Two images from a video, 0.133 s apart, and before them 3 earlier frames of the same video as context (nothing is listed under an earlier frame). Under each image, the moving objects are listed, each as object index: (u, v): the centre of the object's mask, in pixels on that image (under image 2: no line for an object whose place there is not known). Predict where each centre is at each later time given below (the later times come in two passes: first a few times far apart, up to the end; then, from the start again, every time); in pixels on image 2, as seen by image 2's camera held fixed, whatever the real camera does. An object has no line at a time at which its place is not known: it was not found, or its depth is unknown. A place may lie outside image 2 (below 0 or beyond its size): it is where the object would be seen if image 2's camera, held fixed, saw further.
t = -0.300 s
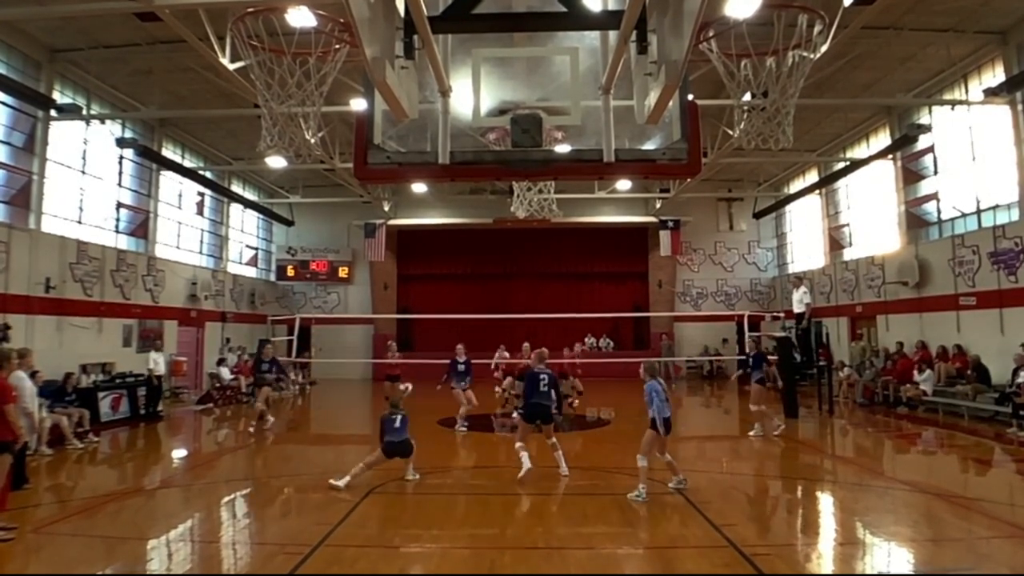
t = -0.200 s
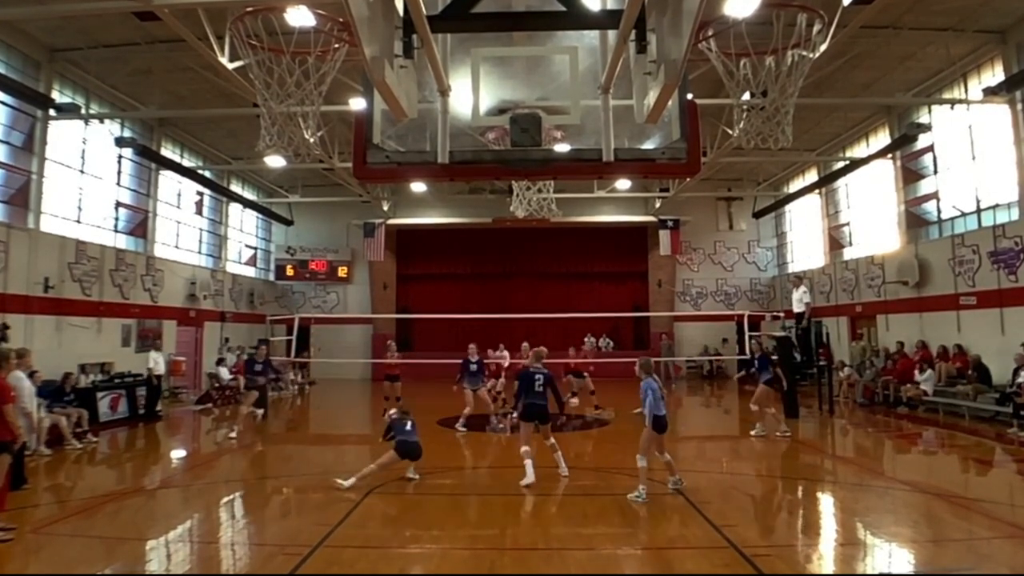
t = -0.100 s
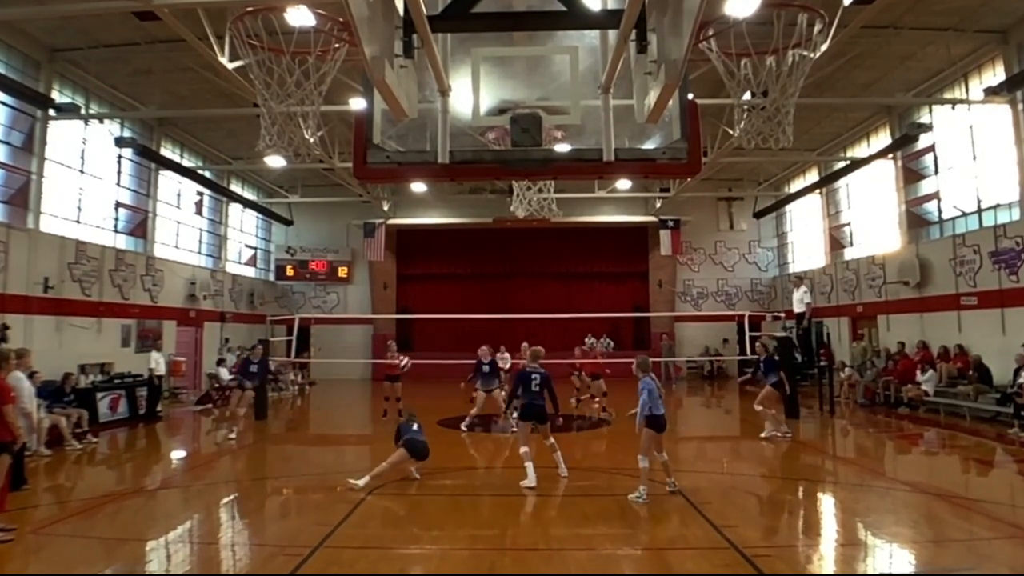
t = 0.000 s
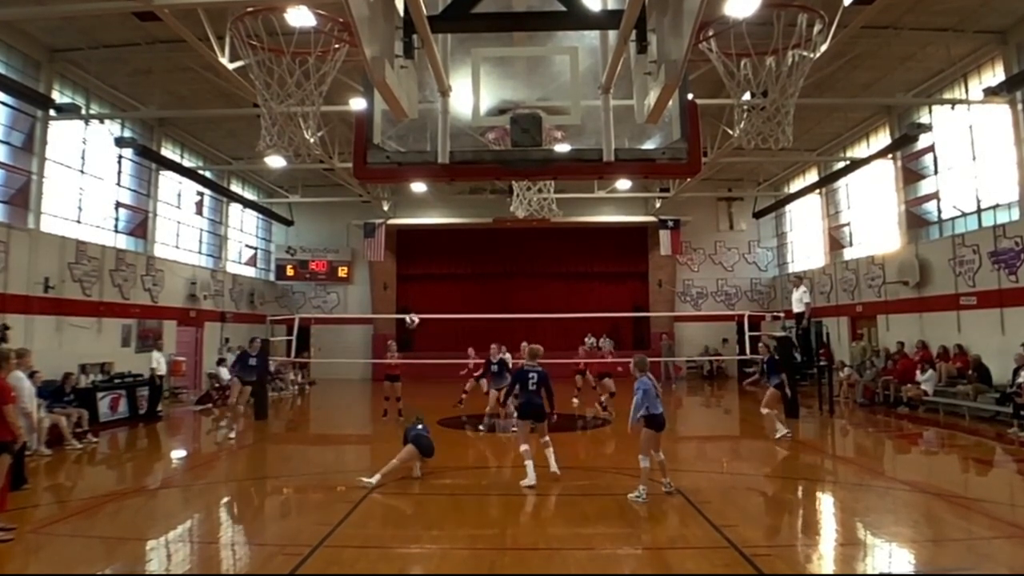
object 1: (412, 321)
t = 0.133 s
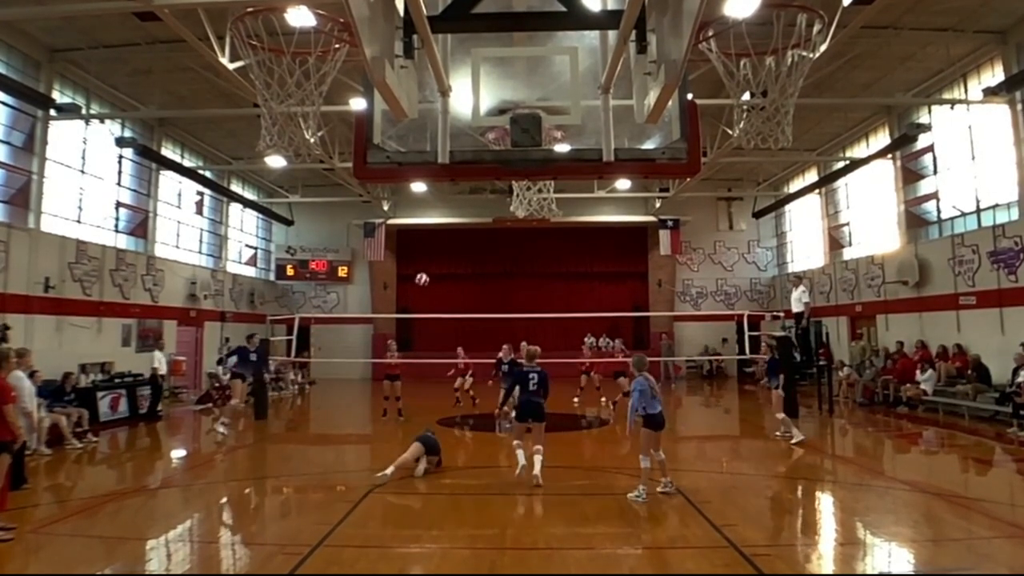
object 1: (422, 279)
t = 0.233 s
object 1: (429, 259)
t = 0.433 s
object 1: (440, 237)
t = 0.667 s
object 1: (451, 239)
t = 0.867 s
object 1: (460, 259)
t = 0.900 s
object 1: (461, 264)
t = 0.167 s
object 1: (424, 271)
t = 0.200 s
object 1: (426, 265)
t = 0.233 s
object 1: (429, 259)
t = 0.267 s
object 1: (430, 253)
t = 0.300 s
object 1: (433, 248)
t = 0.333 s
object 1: (434, 245)
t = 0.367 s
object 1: (436, 241)
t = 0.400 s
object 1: (438, 239)
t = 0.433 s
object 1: (440, 237)
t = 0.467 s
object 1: (442, 235)
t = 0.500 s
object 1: (443, 235)
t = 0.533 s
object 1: (445, 234)
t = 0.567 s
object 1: (447, 235)
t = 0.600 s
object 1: (448, 236)
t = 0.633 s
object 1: (450, 237)
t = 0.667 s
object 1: (451, 239)
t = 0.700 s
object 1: (453, 241)
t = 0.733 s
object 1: (454, 244)
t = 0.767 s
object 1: (455, 247)
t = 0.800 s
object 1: (457, 251)
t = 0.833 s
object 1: (458, 255)
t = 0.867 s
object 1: (460, 259)
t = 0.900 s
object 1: (461, 264)
